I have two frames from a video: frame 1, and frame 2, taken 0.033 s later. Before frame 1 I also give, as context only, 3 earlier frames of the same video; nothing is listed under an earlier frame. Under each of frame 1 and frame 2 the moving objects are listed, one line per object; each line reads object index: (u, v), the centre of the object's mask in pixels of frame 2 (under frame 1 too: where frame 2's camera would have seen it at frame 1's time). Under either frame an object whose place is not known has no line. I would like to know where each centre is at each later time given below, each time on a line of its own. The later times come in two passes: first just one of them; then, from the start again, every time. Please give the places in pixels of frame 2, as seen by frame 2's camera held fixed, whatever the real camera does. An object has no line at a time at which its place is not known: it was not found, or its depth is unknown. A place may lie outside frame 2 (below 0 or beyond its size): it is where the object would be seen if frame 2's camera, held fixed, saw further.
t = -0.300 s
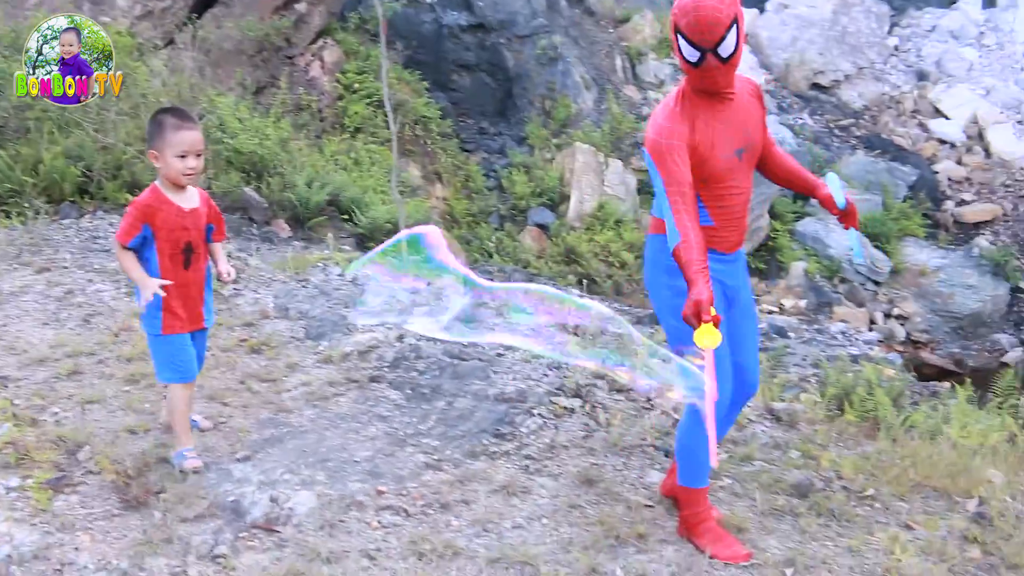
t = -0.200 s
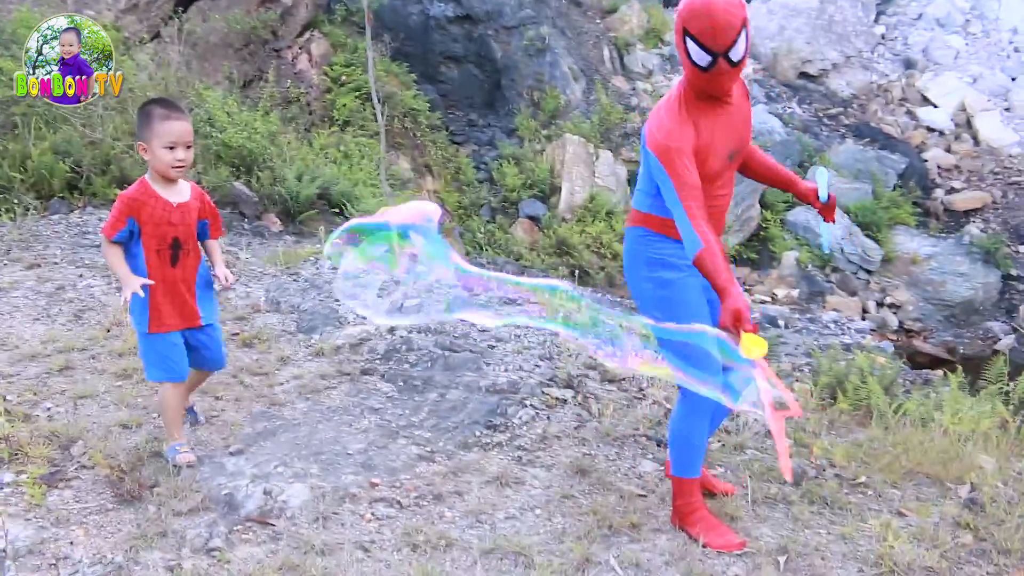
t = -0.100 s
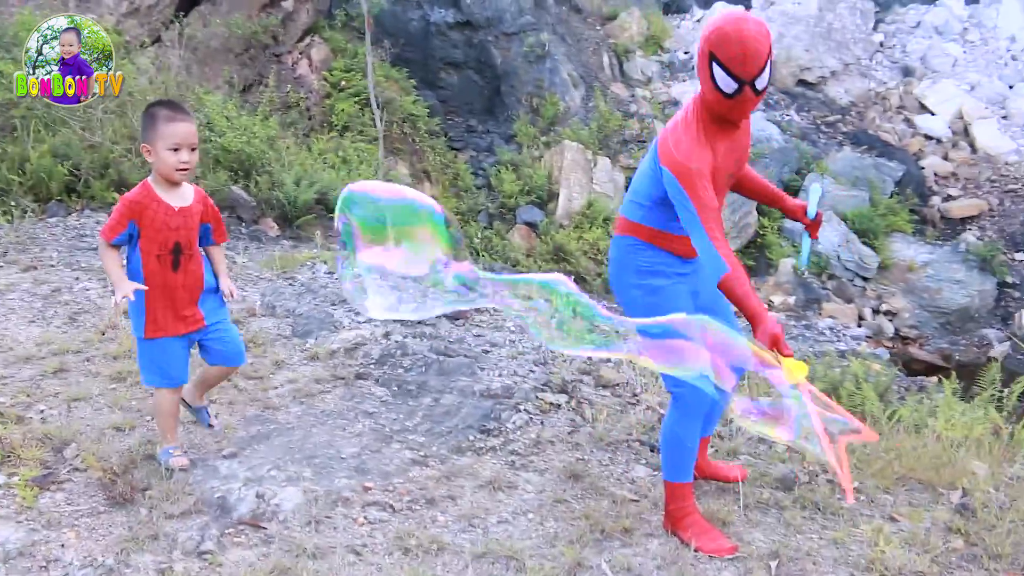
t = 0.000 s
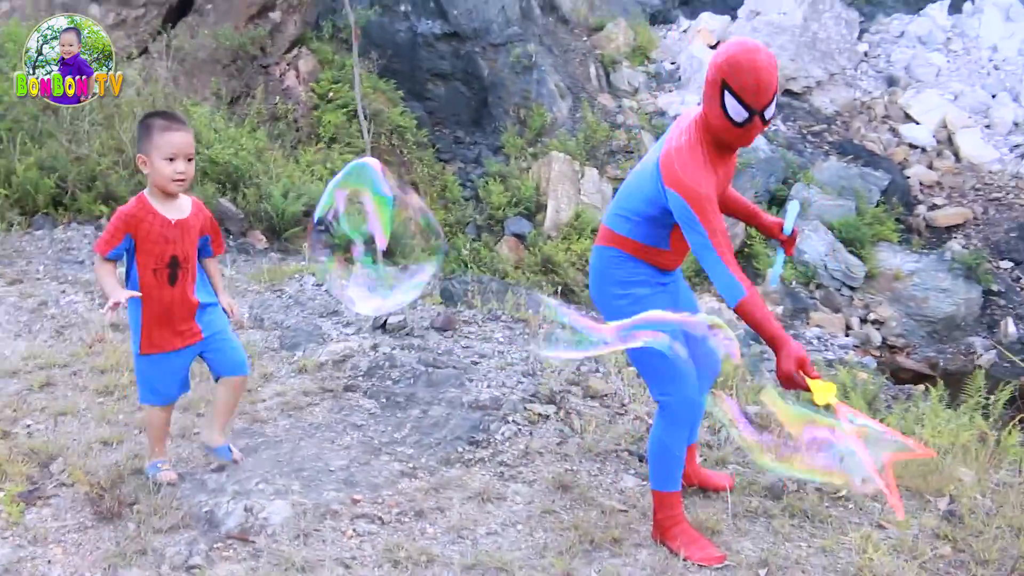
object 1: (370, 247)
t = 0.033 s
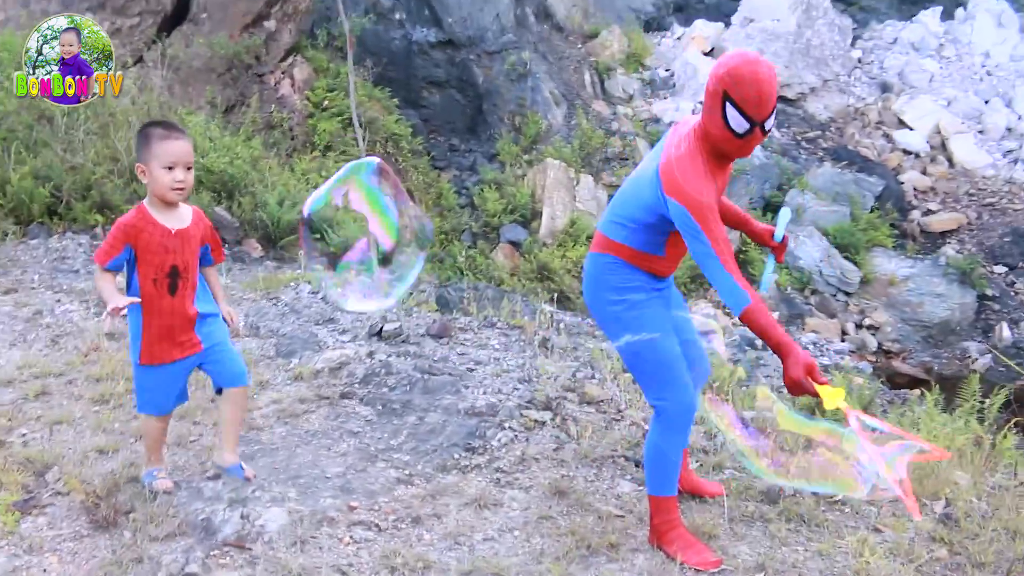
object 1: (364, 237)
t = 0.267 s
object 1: (327, 166)
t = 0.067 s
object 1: (360, 228)
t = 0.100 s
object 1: (357, 219)
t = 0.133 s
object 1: (354, 208)
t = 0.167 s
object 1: (348, 195)
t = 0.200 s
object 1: (342, 184)
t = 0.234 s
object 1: (337, 175)
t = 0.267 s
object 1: (327, 166)
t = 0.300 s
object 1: (318, 155)
